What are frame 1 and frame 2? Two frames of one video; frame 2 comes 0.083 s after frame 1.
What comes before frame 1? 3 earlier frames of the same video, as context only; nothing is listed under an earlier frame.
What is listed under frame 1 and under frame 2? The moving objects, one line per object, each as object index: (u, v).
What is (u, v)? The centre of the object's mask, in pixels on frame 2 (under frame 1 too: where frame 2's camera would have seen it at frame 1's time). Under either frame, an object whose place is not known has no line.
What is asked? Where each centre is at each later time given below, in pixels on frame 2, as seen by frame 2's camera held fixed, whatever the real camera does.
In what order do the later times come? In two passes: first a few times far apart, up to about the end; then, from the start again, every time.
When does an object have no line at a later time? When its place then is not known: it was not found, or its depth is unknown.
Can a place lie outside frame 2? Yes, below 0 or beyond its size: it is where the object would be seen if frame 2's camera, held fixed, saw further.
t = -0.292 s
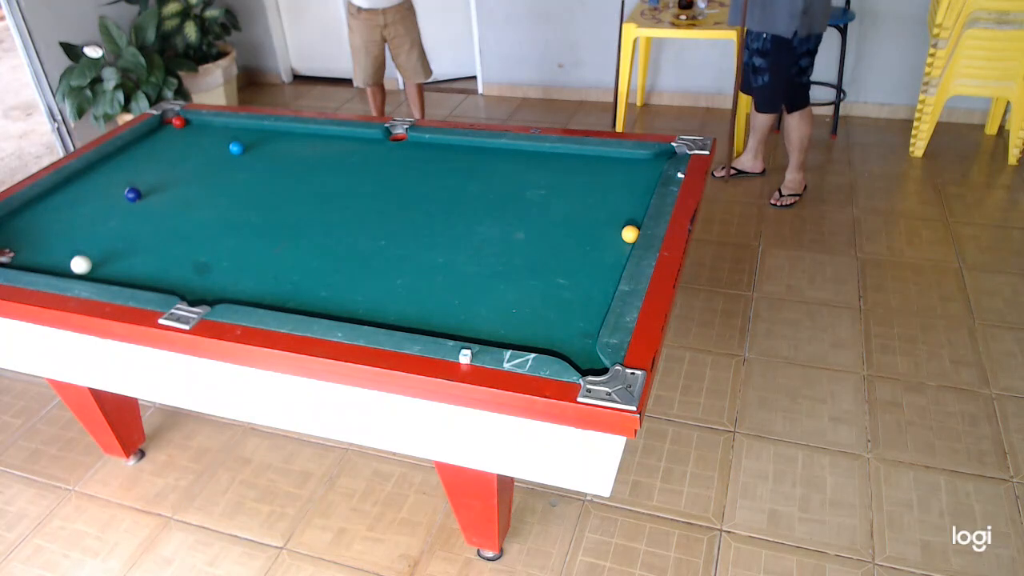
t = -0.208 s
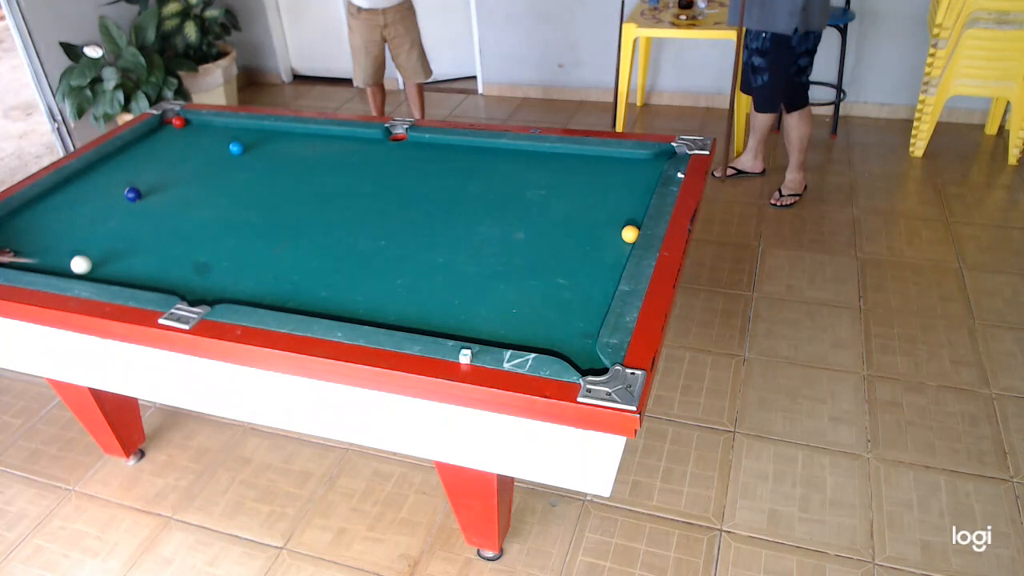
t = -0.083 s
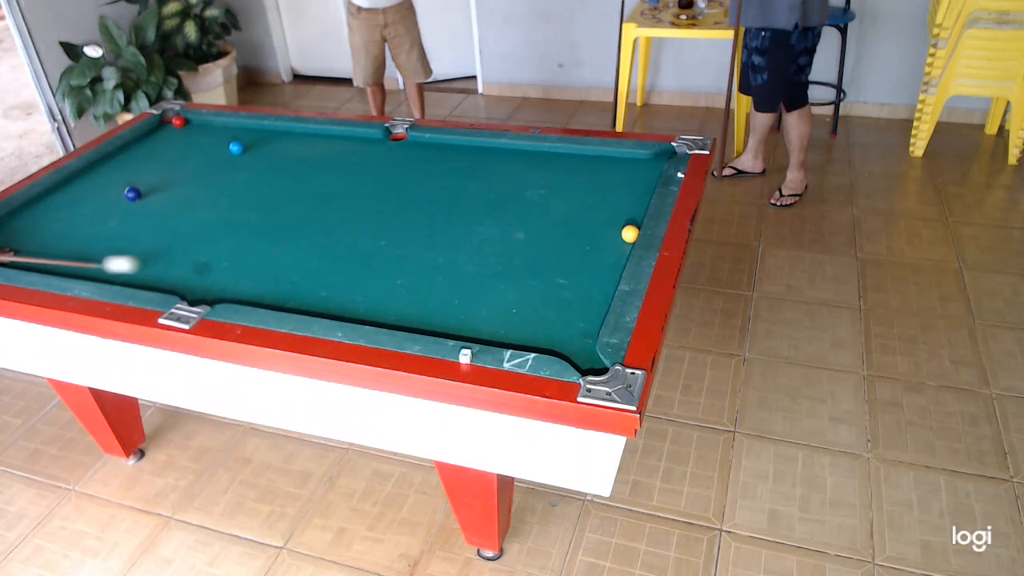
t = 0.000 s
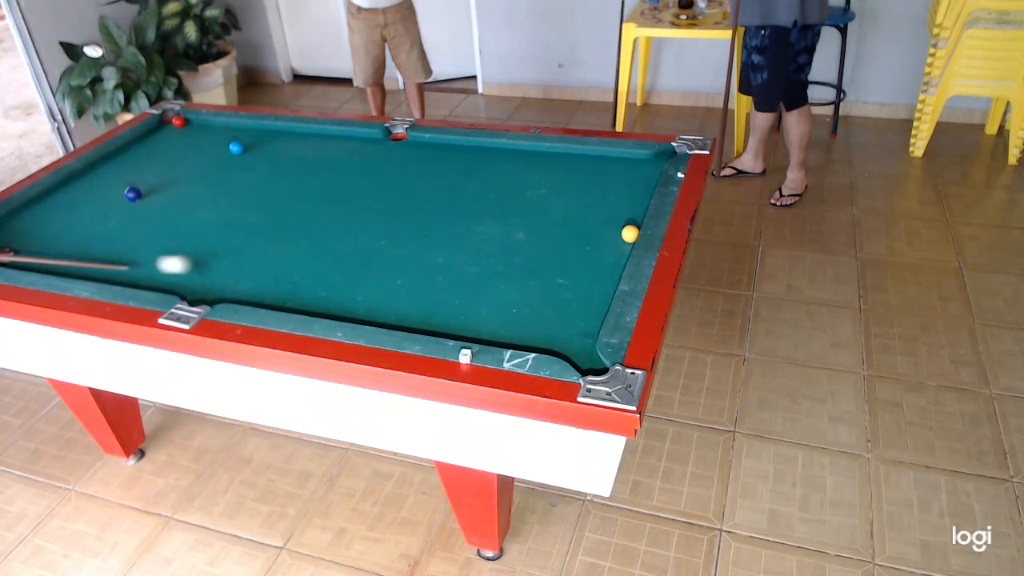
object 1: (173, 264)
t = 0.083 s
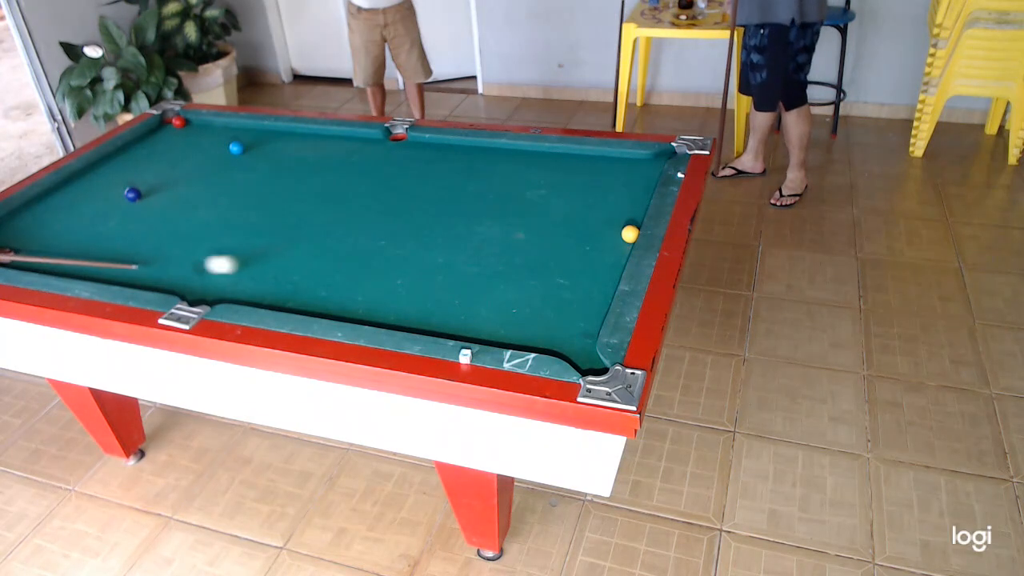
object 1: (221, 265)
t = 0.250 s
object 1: (317, 264)
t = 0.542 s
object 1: (488, 264)
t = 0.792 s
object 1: (604, 260)
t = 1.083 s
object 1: (502, 234)
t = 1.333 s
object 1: (429, 216)
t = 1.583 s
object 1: (367, 200)
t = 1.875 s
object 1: (305, 183)
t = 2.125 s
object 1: (258, 170)
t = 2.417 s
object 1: (211, 157)
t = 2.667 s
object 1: (175, 148)
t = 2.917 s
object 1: (144, 139)
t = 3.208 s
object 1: (174, 137)
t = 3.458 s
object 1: (206, 136)
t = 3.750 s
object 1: (241, 135)
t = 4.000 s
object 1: (270, 133)
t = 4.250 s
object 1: (296, 133)
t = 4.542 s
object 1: (325, 132)
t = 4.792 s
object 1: (343, 134)
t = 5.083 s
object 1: (359, 138)
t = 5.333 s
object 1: (372, 140)
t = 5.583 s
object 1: (382, 143)
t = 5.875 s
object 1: (393, 145)
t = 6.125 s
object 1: (401, 147)
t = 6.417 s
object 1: (408, 148)
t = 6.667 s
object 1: (412, 149)
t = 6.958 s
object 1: (415, 149)
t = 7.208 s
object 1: (415, 149)
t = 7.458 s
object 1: (415, 149)
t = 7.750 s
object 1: (415, 149)
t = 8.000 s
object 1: (415, 149)
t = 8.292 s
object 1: (415, 149)
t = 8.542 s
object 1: (415, 149)
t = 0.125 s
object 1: (245, 264)
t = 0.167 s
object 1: (269, 264)
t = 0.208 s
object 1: (293, 264)
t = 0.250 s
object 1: (317, 264)
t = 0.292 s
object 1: (341, 264)
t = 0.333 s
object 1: (365, 264)
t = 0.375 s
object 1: (389, 264)
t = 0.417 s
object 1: (414, 264)
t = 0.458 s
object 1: (438, 264)
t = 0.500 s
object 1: (463, 264)
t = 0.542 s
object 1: (488, 264)
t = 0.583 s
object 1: (513, 263)
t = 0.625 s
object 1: (537, 263)
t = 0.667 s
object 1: (562, 263)
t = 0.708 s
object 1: (588, 263)
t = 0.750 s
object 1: (611, 263)
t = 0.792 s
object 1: (604, 260)
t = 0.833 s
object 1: (586, 256)
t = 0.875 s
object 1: (570, 252)
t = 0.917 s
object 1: (556, 248)
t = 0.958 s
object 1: (542, 245)
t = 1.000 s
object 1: (528, 241)
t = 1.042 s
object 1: (514, 238)
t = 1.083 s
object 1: (502, 234)
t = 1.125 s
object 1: (489, 231)
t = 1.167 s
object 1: (476, 228)
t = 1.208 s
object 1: (464, 225)
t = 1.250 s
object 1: (452, 222)
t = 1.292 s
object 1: (441, 219)
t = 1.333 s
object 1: (429, 216)
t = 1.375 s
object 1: (418, 213)
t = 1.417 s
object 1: (408, 210)
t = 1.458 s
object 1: (397, 208)
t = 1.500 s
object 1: (387, 205)
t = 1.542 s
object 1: (377, 202)
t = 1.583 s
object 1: (367, 200)
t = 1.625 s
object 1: (358, 197)
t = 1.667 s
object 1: (348, 195)
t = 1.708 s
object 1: (339, 192)
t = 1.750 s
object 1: (330, 190)
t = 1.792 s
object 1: (322, 187)
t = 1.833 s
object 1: (313, 185)
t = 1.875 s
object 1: (305, 183)
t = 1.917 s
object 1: (297, 181)
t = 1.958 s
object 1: (289, 178)
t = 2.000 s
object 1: (281, 176)
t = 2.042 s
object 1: (273, 174)
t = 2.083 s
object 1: (266, 172)
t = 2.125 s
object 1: (258, 170)
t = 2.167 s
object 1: (251, 169)
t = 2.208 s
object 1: (244, 167)
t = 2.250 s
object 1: (237, 165)
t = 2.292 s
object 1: (230, 163)
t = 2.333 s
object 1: (224, 161)
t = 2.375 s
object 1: (217, 159)
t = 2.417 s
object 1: (211, 157)
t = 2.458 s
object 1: (205, 156)
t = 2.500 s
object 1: (199, 154)
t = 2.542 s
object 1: (193, 153)
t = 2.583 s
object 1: (187, 151)
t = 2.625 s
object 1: (181, 149)
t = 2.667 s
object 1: (175, 148)
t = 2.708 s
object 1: (170, 146)
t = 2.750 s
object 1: (164, 144)
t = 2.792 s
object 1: (159, 143)
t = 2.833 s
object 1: (154, 142)
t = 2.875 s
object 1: (149, 140)
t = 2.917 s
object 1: (144, 139)
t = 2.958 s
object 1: (141, 138)
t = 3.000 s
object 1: (147, 137)
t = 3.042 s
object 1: (152, 137)
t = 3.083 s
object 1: (158, 137)
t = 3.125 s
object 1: (163, 137)
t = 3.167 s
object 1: (169, 137)
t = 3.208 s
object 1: (174, 137)
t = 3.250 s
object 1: (180, 136)
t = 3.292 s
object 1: (185, 136)
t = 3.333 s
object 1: (190, 136)
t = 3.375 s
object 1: (196, 136)
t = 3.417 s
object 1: (201, 136)
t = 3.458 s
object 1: (206, 136)
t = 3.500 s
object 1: (211, 135)
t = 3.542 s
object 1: (216, 135)
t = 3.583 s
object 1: (221, 135)
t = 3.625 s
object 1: (227, 135)
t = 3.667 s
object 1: (231, 135)
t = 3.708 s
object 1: (236, 135)
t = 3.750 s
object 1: (241, 135)
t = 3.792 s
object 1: (246, 134)
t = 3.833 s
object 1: (251, 134)
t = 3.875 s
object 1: (256, 134)
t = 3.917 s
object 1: (260, 134)
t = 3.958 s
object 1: (265, 134)
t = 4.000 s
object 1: (270, 133)
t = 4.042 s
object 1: (274, 133)
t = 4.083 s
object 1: (279, 133)
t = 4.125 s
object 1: (283, 133)
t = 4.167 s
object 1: (288, 133)
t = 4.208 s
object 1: (292, 133)
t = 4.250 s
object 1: (296, 133)
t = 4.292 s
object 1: (300, 133)
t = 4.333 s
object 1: (305, 133)
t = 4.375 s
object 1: (309, 133)
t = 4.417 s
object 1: (313, 132)
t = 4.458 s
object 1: (317, 132)
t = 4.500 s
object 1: (321, 132)
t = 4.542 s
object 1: (325, 132)
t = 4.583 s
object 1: (329, 132)
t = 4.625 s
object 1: (332, 133)
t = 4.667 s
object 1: (335, 133)
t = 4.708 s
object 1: (337, 133)
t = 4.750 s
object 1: (340, 134)
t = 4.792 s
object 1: (343, 134)
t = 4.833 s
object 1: (345, 135)
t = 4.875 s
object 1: (347, 135)
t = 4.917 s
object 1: (350, 136)
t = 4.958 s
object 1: (352, 136)
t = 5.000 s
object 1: (355, 137)
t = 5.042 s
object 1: (357, 137)
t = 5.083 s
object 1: (359, 138)
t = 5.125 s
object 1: (361, 138)
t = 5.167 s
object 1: (363, 138)
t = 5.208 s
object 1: (365, 139)
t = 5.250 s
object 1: (368, 139)
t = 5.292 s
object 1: (369, 140)
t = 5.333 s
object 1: (372, 140)
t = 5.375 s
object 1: (373, 140)
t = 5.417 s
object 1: (375, 141)
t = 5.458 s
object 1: (377, 141)
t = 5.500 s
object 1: (379, 142)
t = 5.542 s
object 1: (381, 142)
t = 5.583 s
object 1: (382, 143)
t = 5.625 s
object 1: (384, 143)
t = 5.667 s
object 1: (386, 143)
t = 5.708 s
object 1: (387, 144)
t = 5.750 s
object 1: (389, 144)
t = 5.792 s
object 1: (390, 144)
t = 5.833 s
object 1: (392, 145)
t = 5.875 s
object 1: (393, 145)
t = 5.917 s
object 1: (395, 145)
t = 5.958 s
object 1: (396, 146)
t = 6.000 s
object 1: (397, 146)
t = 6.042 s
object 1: (399, 146)
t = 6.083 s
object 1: (400, 146)
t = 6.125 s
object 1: (401, 147)
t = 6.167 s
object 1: (402, 147)
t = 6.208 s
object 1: (403, 147)
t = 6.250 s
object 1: (404, 147)
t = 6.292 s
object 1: (405, 148)
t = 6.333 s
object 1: (406, 148)
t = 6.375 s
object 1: (407, 148)
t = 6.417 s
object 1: (408, 148)
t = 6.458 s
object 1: (408, 149)
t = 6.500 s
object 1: (409, 149)
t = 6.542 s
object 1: (410, 149)
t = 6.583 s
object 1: (411, 149)
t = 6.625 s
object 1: (411, 149)
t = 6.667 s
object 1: (412, 149)
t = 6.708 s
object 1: (413, 149)
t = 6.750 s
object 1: (413, 149)
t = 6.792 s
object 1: (414, 149)
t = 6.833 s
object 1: (414, 149)
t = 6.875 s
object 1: (414, 149)
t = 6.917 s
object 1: (415, 149)
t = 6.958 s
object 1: (415, 149)
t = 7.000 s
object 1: (415, 149)
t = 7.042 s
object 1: (416, 149)
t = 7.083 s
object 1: (415, 149)
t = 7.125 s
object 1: (415, 149)
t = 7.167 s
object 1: (415, 149)
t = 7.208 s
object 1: (415, 149)
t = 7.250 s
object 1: (415, 149)
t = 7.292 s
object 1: (415, 149)
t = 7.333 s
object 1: (415, 149)
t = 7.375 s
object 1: (415, 149)
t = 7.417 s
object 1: (415, 149)
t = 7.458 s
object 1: (415, 149)
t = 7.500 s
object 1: (416, 149)
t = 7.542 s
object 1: (415, 149)
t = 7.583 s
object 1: (415, 149)
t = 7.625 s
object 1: (415, 149)
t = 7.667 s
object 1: (415, 149)
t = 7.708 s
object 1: (415, 149)
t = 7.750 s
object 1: (415, 149)
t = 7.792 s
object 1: (415, 149)
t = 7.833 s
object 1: (415, 149)
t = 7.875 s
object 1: (415, 149)
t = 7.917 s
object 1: (415, 149)
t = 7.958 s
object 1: (415, 149)
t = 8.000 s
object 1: (415, 149)
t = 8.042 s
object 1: (415, 149)
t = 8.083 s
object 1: (415, 149)
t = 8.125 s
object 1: (415, 149)
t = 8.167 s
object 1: (415, 149)
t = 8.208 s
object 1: (415, 149)
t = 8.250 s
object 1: (415, 149)
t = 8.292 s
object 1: (415, 149)
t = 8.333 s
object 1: (415, 149)
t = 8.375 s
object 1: (415, 149)
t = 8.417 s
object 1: (415, 149)
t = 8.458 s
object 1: (415, 149)
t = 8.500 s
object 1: (415, 149)
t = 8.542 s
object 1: (415, 149)
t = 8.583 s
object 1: (415, 149)
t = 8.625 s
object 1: (415, 149)
